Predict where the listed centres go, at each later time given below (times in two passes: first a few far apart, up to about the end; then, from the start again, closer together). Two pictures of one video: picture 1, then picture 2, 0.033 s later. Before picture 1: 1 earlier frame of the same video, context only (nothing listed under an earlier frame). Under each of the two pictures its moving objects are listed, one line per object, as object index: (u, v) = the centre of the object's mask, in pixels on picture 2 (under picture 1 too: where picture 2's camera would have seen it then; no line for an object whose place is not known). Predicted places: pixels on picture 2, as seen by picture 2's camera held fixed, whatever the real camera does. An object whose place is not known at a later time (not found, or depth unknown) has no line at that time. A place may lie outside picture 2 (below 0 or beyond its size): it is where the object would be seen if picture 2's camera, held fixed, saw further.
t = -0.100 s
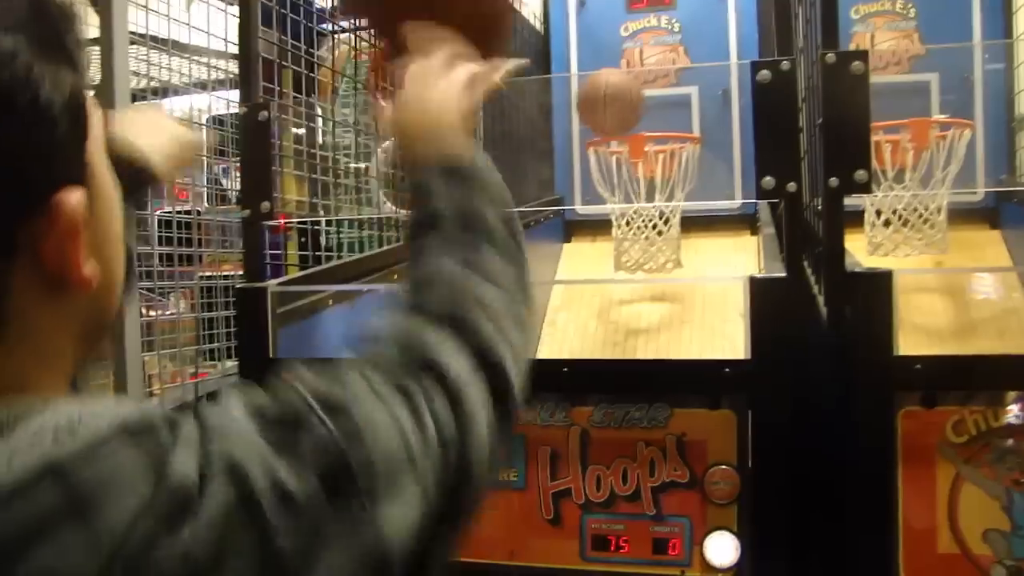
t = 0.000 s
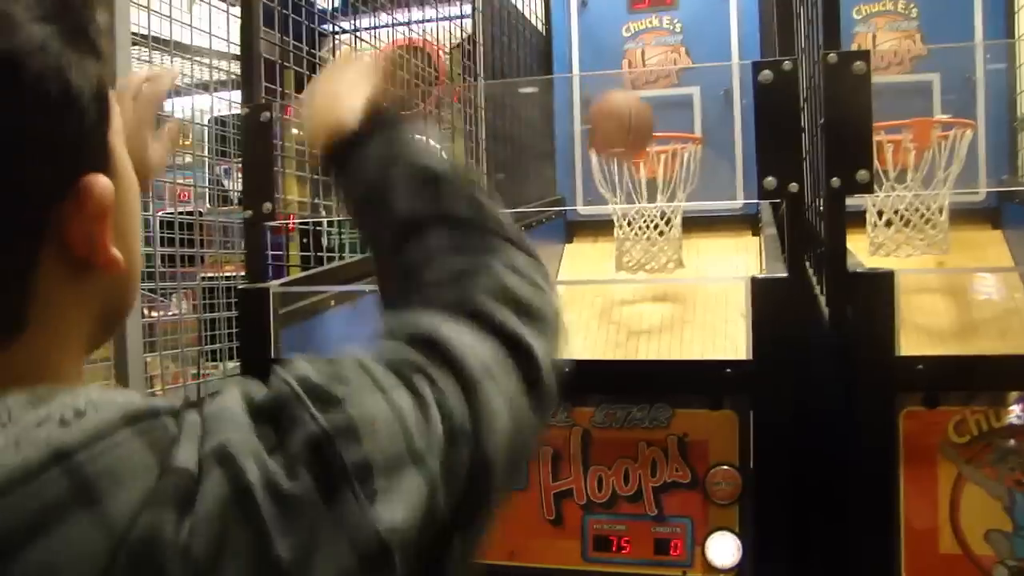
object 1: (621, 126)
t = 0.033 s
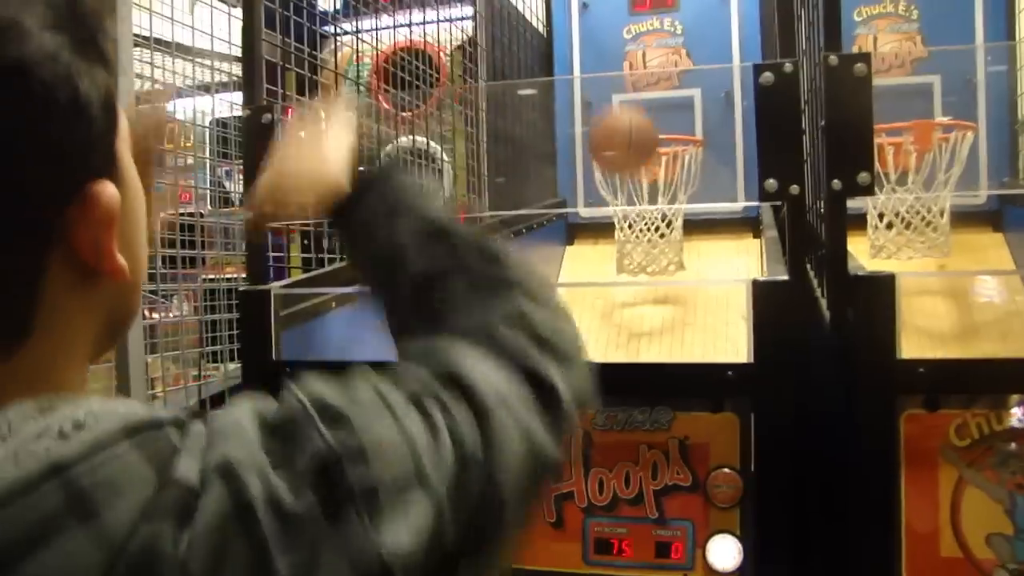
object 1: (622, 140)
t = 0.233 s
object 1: (644, 314)
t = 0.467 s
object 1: (659, 338)
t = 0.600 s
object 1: (666, 334)
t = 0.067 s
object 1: (626, 160)
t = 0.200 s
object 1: (642, 272)
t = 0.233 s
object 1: (644, 314)
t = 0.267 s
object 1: (648, 347)
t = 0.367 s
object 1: (655, 359)
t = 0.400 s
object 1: (654, 350)
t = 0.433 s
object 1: (657, 344)
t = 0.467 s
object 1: (659, 338)
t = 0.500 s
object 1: (661, 336)
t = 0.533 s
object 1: (663, 333)
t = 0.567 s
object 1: (665, 332)
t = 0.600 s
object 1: (666, 334)
